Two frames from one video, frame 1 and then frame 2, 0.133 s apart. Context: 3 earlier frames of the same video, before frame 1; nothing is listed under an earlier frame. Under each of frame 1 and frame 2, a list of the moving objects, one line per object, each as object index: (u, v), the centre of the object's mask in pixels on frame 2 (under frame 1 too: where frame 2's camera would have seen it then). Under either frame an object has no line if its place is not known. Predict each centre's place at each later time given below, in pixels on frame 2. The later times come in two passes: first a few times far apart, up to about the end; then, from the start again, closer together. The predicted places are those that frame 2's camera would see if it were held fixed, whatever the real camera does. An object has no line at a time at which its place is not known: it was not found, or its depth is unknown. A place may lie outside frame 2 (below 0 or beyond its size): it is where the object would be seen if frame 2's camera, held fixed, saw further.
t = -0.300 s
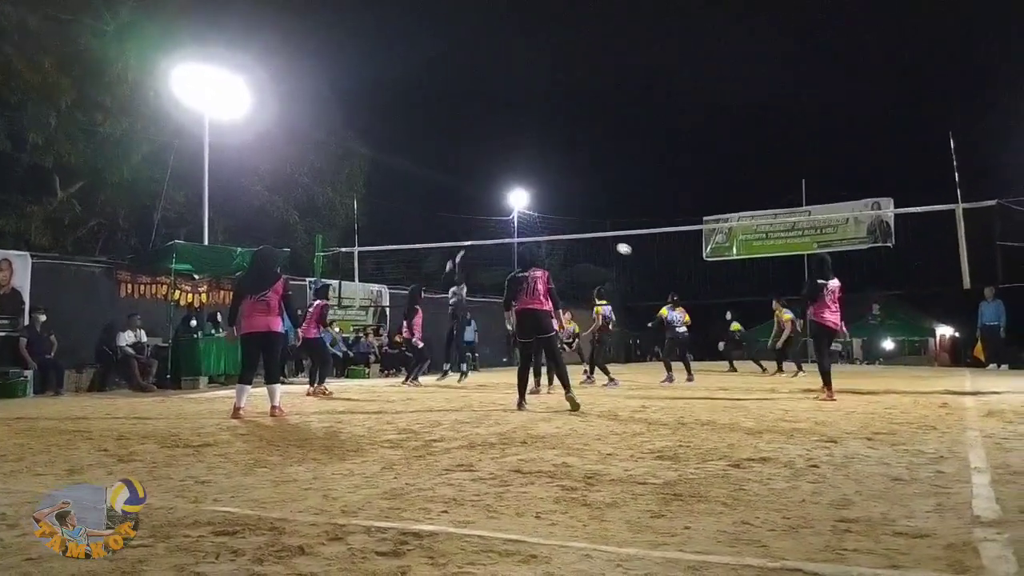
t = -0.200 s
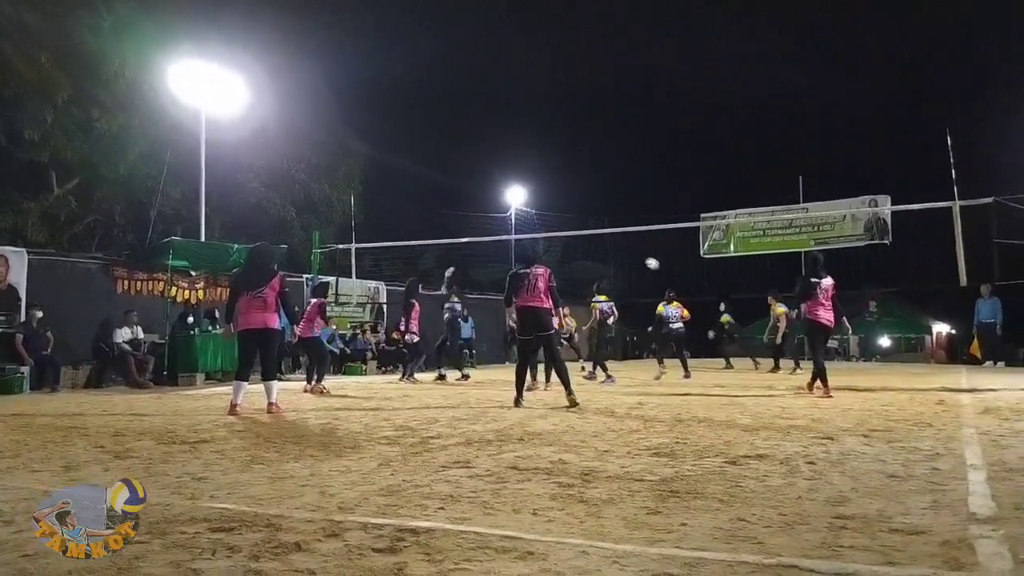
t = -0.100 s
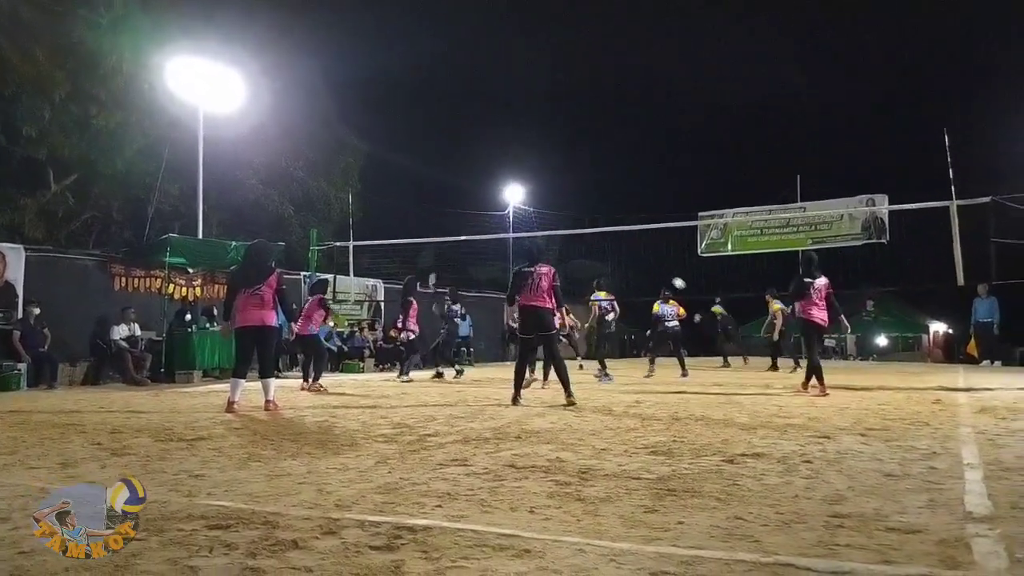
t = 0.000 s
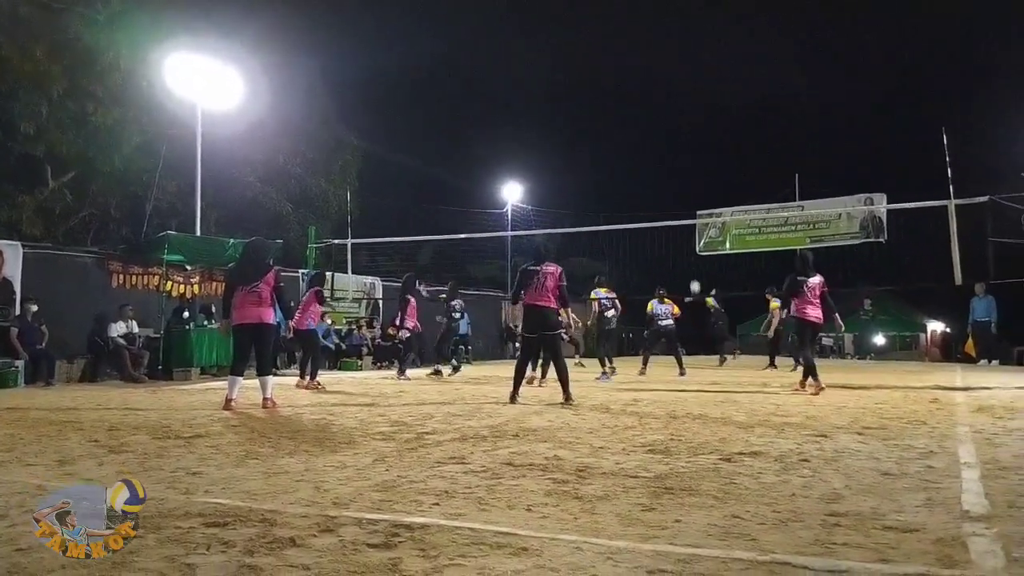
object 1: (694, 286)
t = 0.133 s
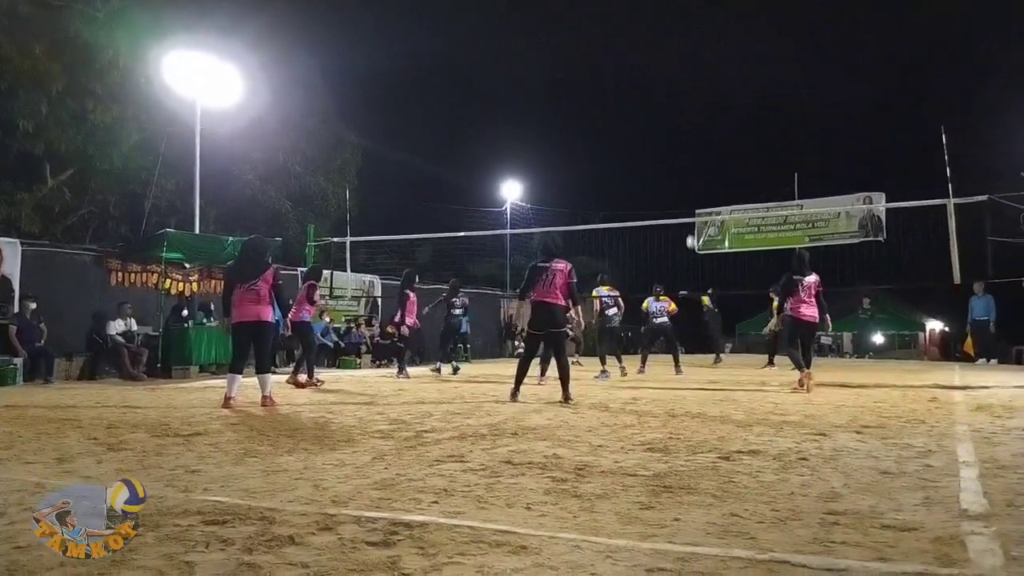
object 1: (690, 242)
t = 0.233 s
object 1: (690, 213)
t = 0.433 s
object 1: (685, 170)
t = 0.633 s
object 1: (682, 143)
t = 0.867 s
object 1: (677, 135)
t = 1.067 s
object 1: (673, 153)
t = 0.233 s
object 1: (690, 213)
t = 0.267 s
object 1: (689, 206)
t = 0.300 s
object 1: (688, 198)
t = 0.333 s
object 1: (687, 190)
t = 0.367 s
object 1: (687, 183)
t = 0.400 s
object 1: (686, 176)
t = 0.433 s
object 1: (685, 170)
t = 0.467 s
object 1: (685, 165)
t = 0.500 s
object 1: (684, 159)
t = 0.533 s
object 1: (684, 155)
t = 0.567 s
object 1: (683, 150)
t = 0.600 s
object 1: (682, 147)
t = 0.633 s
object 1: (682, 143)
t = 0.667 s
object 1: (681, 141)
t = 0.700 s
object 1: (681, 138)
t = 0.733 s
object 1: (680, 137)
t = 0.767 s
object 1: (680, 135)
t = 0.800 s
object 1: (679, 135)
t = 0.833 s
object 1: (679, 134)
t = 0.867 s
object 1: (677, 135)
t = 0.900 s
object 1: (676, 137)
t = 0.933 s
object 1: (676, 139)
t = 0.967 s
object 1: (675, 141)
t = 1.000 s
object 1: (675, 145)
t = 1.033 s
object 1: (674, 148)
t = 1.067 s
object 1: (673, 153)
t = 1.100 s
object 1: (673, 158)
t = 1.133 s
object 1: (672, 164)
